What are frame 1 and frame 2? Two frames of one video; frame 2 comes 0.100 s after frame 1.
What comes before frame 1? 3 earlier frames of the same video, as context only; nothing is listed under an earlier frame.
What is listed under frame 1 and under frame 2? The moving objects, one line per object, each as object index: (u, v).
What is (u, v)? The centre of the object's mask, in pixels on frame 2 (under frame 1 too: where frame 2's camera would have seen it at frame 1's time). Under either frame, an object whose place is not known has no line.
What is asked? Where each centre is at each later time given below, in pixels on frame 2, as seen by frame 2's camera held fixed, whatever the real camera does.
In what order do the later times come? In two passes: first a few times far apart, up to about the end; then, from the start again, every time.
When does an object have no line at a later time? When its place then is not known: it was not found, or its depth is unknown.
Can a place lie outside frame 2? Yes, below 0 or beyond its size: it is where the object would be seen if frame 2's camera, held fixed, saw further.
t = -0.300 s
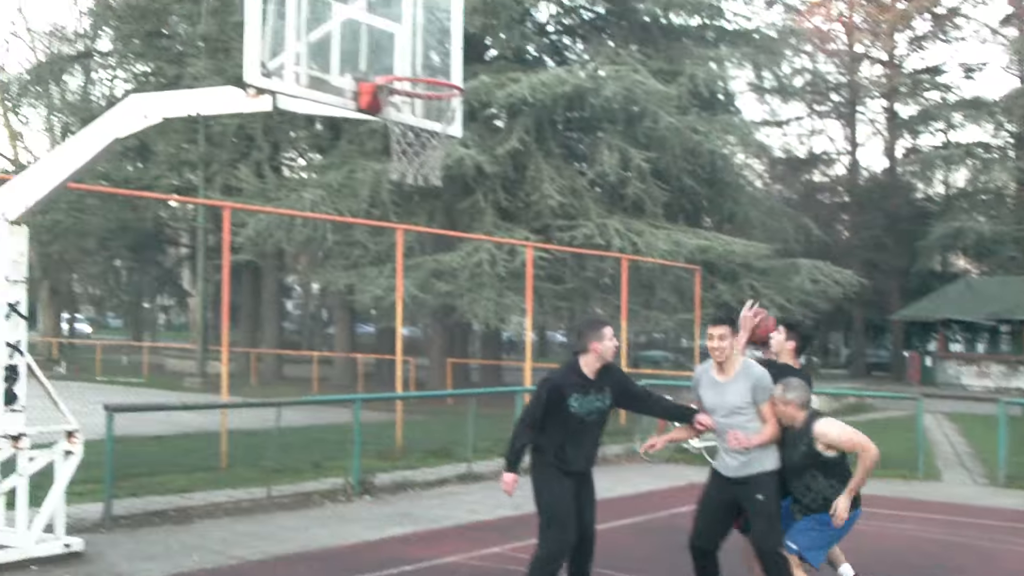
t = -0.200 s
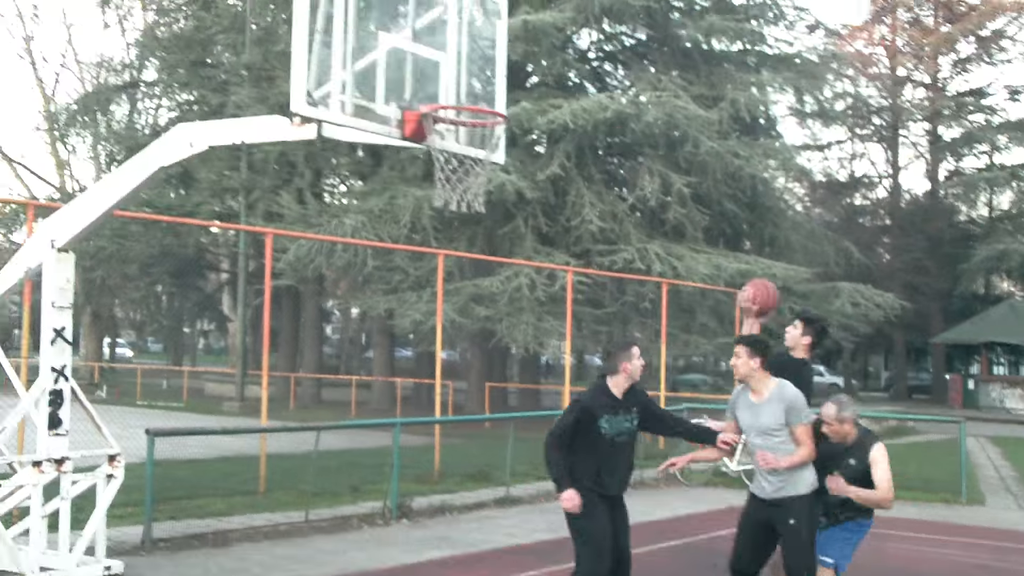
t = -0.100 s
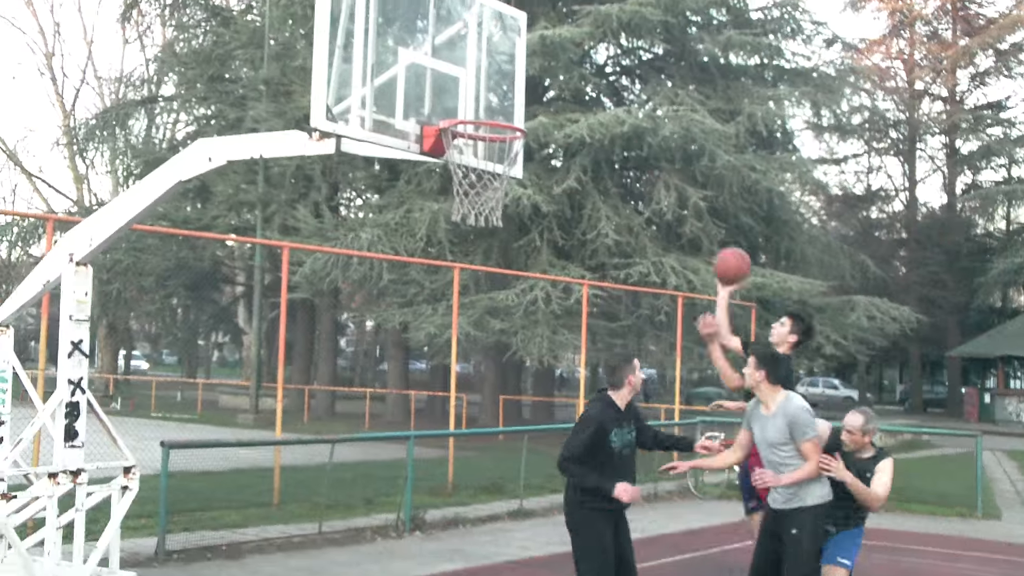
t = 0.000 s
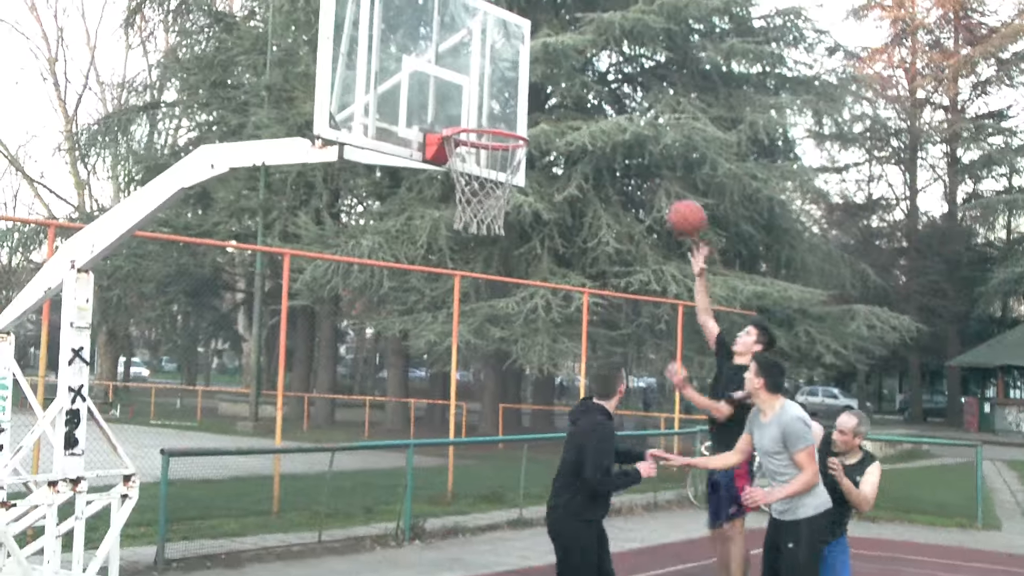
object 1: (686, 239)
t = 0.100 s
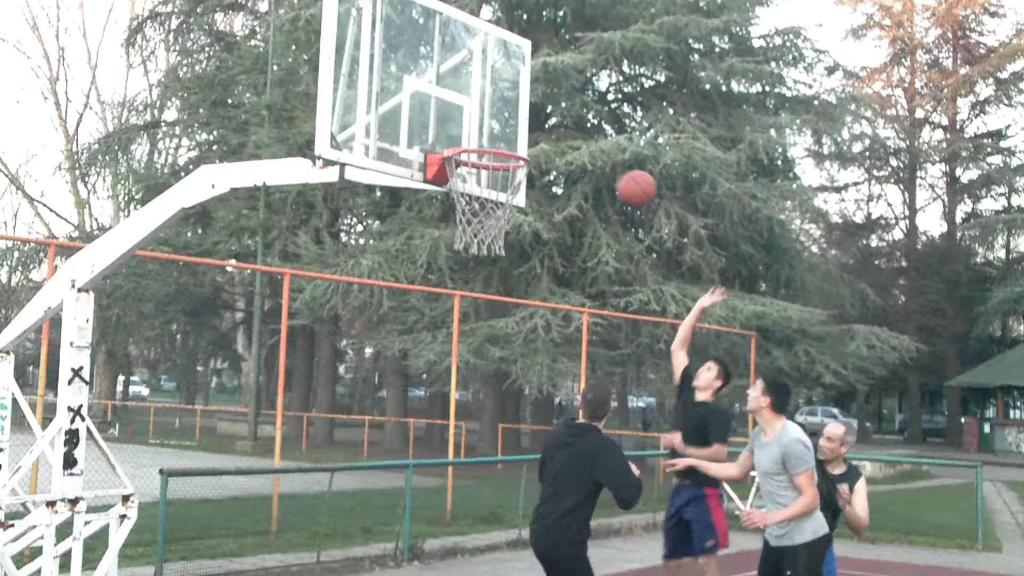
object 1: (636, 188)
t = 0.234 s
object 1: (567, 145)
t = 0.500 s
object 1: (488, 131)
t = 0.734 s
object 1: (481, 193)
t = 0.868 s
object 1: (498, 211)
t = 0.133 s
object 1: (621, 176)
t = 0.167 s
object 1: (603, 164)
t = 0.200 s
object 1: (584, 153)
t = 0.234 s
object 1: (567, 145)
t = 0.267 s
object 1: (549, 138)
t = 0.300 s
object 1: (530, 133)
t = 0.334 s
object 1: (512, 131)
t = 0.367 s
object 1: (492, 128)
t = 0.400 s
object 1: (493, 126)
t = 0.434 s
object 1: (492, 127)
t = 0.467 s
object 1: (490, 129)
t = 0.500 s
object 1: (488, 131)
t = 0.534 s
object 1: (486, 136)
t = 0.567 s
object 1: (484, 148)
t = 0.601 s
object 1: (482, 158)
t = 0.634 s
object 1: (479, 173)
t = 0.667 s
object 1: (477, 184)
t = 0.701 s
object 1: (478, 191)
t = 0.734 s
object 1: (481, 193)
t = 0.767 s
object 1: (485, 195)
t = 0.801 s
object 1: (489, 200)
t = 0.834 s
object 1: (494, 205)
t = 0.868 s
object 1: (498, 211)
